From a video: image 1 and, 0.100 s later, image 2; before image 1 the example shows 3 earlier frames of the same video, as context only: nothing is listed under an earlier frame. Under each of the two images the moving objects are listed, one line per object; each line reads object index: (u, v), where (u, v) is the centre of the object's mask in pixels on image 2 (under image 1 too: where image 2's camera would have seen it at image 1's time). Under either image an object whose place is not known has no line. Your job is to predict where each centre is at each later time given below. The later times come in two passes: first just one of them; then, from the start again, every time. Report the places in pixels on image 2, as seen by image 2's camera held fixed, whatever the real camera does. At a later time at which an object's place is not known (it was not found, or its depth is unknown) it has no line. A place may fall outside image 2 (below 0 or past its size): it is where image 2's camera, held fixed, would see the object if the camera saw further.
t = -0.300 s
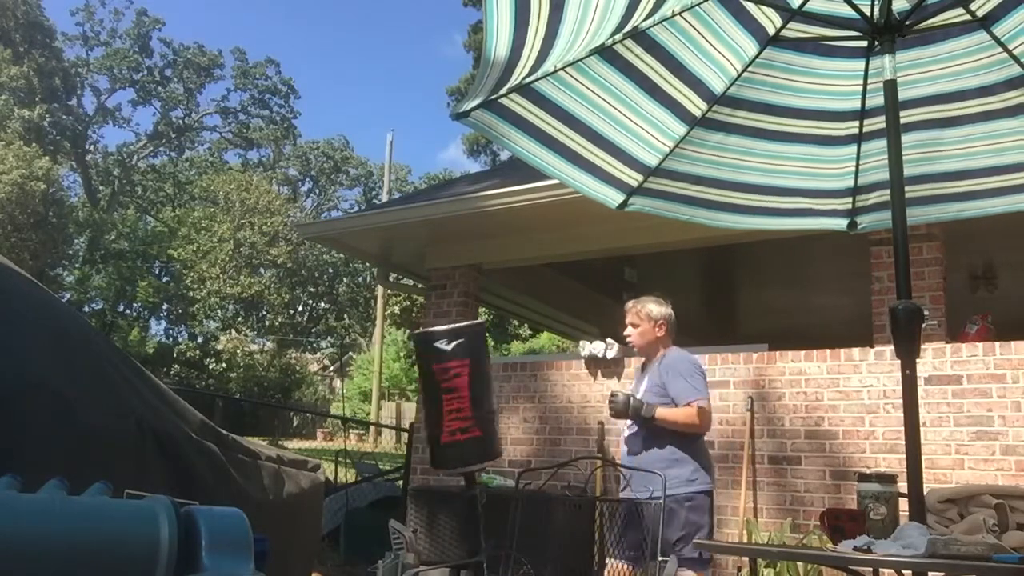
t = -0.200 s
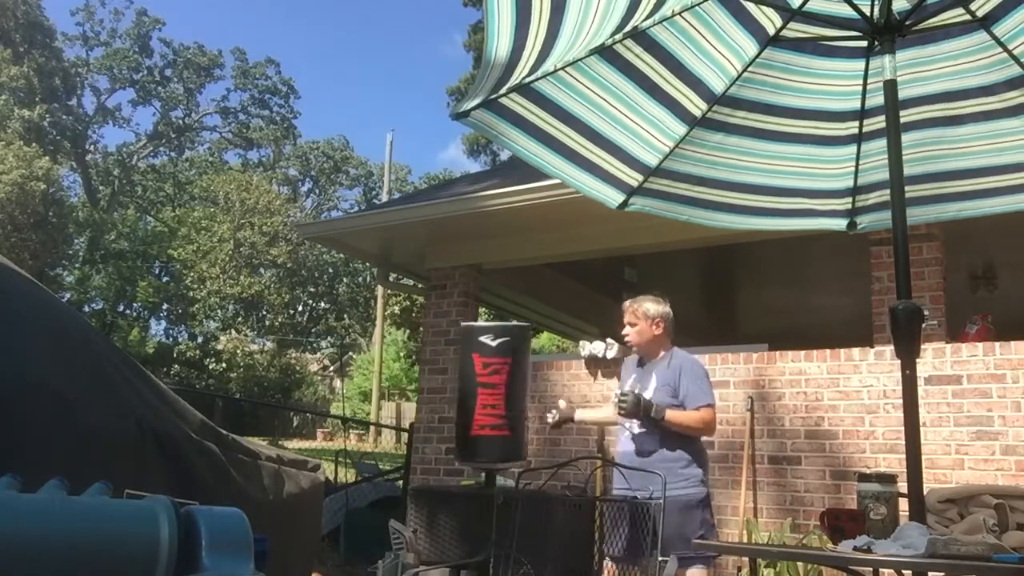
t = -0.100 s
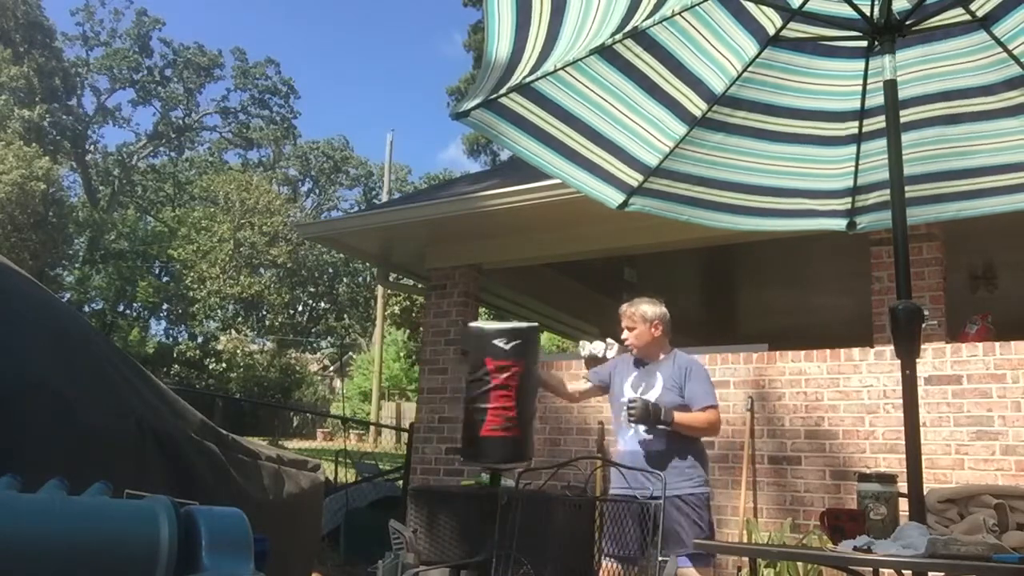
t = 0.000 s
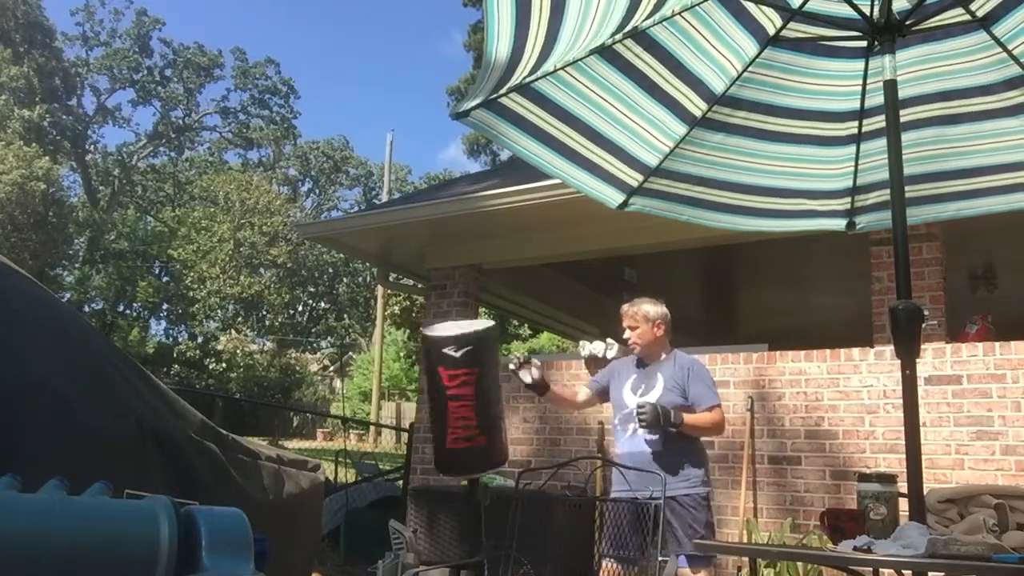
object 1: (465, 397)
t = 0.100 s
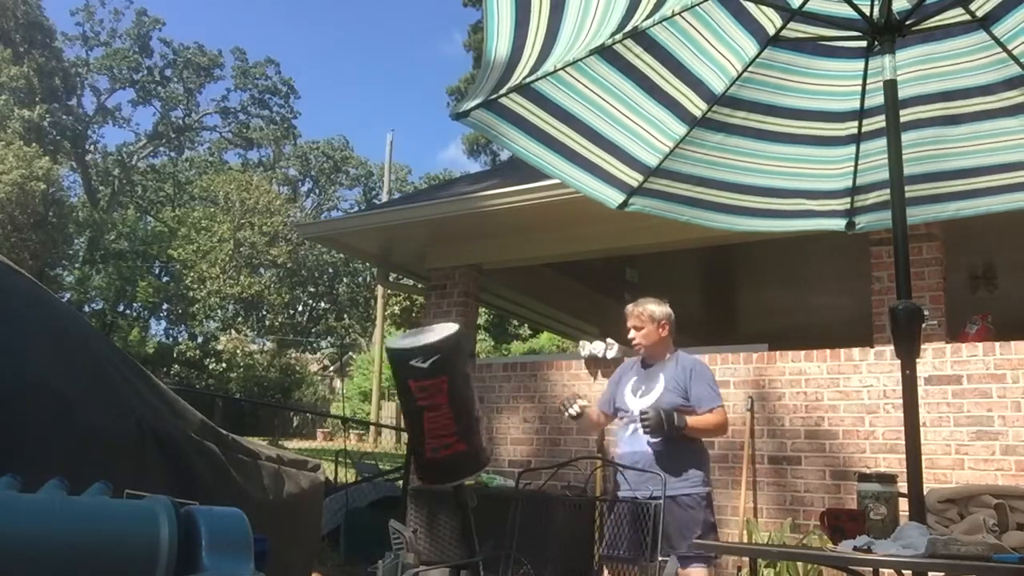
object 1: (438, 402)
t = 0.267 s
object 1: (438, 398)
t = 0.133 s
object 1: (433, 403)
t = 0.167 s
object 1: (431, 403)
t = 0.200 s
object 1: (431, 402)
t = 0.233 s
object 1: (433, 400)
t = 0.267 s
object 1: (438, 398)
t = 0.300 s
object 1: (444, 396)
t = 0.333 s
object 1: (452, 394)
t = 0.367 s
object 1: (461, 393)
